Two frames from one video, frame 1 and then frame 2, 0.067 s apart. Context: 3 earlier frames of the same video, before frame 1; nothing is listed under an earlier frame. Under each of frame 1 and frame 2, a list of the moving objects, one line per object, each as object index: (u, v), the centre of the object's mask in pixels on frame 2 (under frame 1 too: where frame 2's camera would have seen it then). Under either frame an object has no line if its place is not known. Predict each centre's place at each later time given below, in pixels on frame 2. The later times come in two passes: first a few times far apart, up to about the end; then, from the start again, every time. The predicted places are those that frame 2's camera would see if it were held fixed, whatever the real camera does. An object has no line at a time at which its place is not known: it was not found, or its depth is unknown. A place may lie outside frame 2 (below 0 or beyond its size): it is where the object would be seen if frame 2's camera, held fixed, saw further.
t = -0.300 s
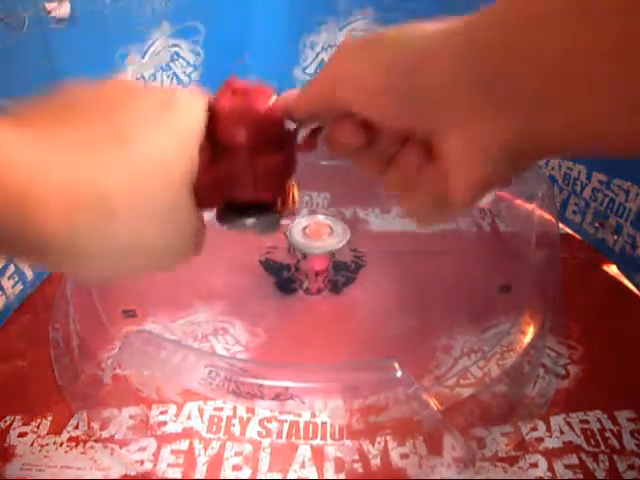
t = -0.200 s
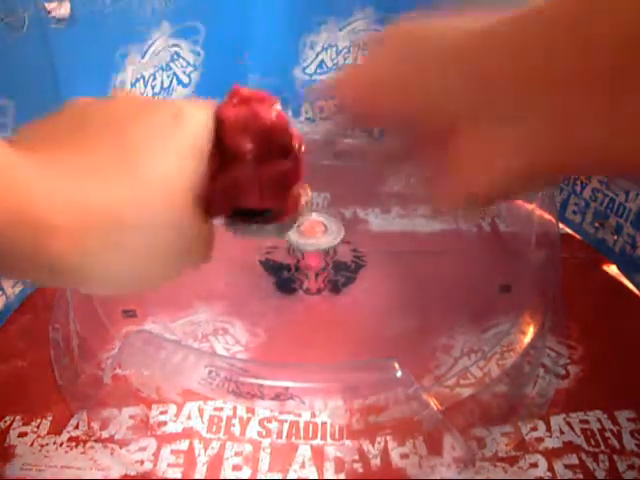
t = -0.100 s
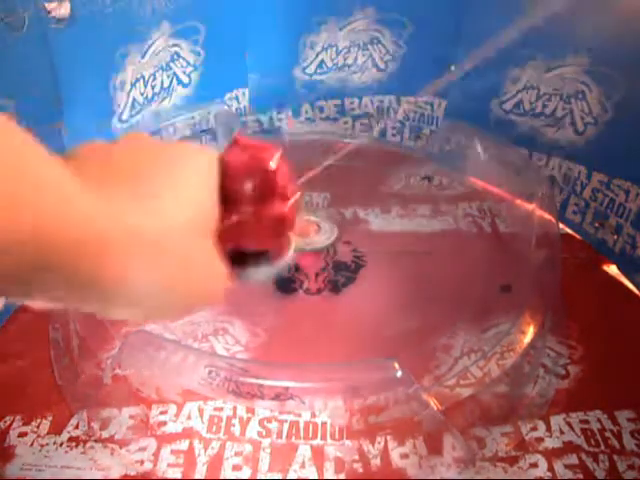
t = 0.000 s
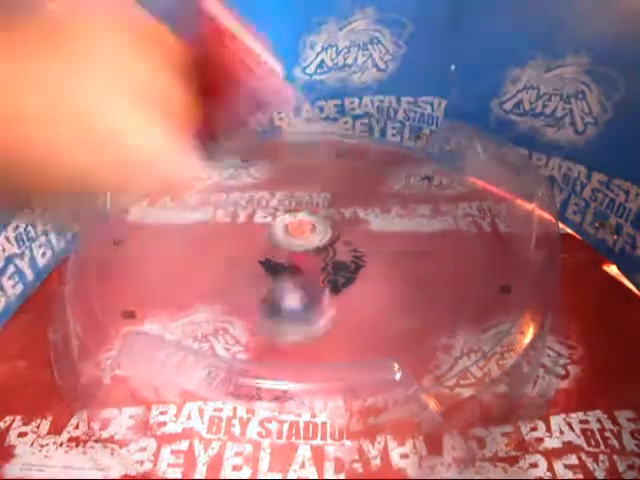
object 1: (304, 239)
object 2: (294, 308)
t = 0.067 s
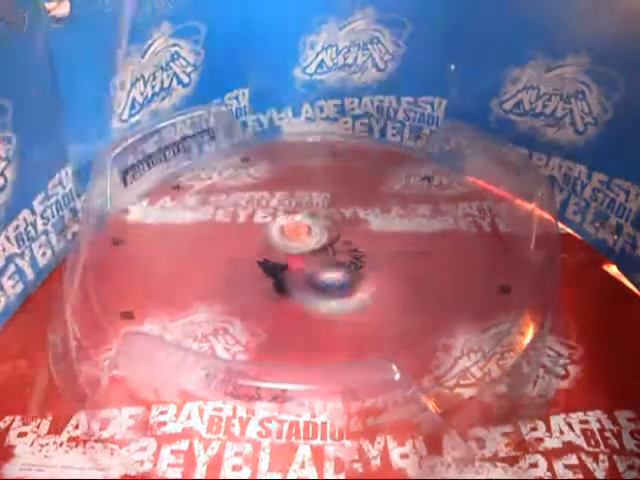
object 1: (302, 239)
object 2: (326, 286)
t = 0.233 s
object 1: (295, 248)
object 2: (372, 233)
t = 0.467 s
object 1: (309, 252)
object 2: (282, 184)
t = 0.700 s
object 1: (312, 247)
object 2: (191, 214)
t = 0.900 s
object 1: (309, 244)
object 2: (220, 276)
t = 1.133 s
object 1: (299, 240)
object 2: (356, 275)
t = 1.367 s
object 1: (307, 251)
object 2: (360, 196)
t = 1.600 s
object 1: (318, 247)
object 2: (271, 173)
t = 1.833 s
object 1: (318, 242)
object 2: (220, 227)
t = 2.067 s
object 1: (307, 232)
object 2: (309, 281)
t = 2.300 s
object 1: (305, 251)
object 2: (398, 231)
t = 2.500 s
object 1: (312, 252)
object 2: (361, 186)
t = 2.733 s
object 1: (319, 250)
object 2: (275, 197)
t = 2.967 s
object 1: (322, 248)
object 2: (257, 263)
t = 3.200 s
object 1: (317, 239)
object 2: (360, 285)
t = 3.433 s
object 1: (308, 245)
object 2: (401, 236)
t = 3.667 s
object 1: (304, 251)
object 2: (330, 207)
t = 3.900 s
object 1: (316, 255)
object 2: (251, 238)
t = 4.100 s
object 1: (330, 249)
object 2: (257, 283)
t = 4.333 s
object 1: (322, 237)
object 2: (349, 288)
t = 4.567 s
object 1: (304, 246)
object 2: (364, 237)
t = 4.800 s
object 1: (258, 246)
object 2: (299, 208)
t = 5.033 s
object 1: (262, 266)
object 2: (236, 229)
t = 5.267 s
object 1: (333, 287)
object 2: (260, 269)
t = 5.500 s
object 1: (379, 266)
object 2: (328, 263)
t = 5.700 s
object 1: (382, 241)
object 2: (337, 217)
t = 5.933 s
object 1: (354, 220)
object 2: (285, 211)
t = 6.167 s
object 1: (313, 210)
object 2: (273, 243)
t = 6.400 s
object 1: (276, 213)
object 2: (322, 255)
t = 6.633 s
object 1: (252, 228)
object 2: (338, 231)
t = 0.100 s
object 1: (298, 241)
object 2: (348, 286)
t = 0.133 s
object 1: (300, 249)
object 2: (362, 271)
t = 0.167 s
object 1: (294, 245)
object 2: (372, 260)
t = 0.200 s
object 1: (294, 245)
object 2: (375, 245)
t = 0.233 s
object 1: (295, 248)
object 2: (372, 233)
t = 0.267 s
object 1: (296, 248)
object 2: (365, 222)
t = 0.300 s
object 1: (301, 253)
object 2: (357, 213)
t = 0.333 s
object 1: (303, 253)
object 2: (344, 205)
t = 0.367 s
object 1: (305, 253)
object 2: (328, 196)
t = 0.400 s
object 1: (307, 253)
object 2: (314, 188)
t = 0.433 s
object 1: (308, 252)
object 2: (297, 186)
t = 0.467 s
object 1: (309, 252)
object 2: (282, 184)
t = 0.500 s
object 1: (310, 252)
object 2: (266, 183)
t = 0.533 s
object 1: (311, 251)
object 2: (249, 184)
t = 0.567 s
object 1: (311, 250)
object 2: (233, 187)
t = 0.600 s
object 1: (311, 249)
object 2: (221, 191)
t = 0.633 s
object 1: (312, 248)
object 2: (207, 198)
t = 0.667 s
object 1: (312, 248)
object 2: (197, 206)
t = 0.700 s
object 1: (312, 247)
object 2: (191, 214)
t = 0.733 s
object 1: (312, 247)
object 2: (186, 224)
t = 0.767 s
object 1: (312, 247)
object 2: (185, 235)
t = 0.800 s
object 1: (311, 244)
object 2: (188, 246)
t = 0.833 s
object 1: (311, 244)
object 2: (195, 257)
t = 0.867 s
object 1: (310, 243)
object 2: (206, 267)
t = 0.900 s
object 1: (309, 244)
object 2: (220, 276)
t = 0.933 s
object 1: (308, 244)
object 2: (239, 284)
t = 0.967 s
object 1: (305, 242)
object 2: (259, 292)
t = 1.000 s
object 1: (302, 235)
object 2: (281, 294)
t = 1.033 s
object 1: (300, 235)
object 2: (303, 294)
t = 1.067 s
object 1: (299, 234)
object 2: (323, 288)
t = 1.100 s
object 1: (298, 235)
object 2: (341, 282)
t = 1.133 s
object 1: (299, 240)
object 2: (356, 275)
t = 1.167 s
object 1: (299, 243)
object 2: (367, 265)
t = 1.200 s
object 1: (299, 244)
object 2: (376, 251)
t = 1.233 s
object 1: (299, 245)
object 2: (379, 240)
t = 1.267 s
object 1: (304, 249)
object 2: (379, 226)
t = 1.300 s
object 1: (304, 250)
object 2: (375, 214)
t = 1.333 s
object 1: (306, 250)
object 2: (369, 205)
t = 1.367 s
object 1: (307, 251)
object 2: (360, 196)
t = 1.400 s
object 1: (309, 251)
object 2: (351, 188)
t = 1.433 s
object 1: (311, 251)
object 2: (341, 183)
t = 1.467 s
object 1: (312, 250)
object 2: (327, 178)
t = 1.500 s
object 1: (314, 250)
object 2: (312, 175)
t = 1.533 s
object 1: (315, 249)
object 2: (298, 173)
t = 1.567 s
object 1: (316, 248)
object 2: (285, 172)
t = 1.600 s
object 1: (318, 247)
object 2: (271, 173)
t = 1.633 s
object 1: (319, 246)
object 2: (258, 176)
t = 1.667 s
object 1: (319, 246)
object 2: (246, 181)
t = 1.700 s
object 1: (320, 245)
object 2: (235, 189)
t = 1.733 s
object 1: (319, 244)
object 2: (226, 197)
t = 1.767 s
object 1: (319, 244)
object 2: (221, 205)
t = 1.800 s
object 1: (319, 244)
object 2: (218, 216)
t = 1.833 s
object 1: (318, 242)
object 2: (220, 227)
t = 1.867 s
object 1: (317, 242)
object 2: (224, 238)
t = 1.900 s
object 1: (315, 243)
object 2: (231, 247)
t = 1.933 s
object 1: (314, 244)
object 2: (242, 257)
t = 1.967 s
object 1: (313, 243)
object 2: (255, 265)
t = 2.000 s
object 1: (312, 237)
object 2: (273, 271)
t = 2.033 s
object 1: (309, 233)
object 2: (292, 277)
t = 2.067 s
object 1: (307, 232)
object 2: (309, 281)
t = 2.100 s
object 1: (304, 236)
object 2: (331, 279)
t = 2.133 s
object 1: (305, 242)
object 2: (348, 274)
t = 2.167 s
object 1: (307, 247)
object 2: (364, 266)
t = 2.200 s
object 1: (307, 248)
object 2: (380, 257)
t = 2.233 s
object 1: (306, 249)
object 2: (389, 250)
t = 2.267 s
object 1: (305, 250)
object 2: (396, 240)
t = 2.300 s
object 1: (305, 251)
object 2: (398, 231)
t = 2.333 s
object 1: (305, 252)
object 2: (397, 221)
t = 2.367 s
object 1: (306, 252)
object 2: (395, 212)
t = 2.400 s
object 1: (307, 252)
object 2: (389, 203)
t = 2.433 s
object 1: (309, 253)
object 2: (381, 194)
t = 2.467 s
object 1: (310, 253)
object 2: (371, 189)
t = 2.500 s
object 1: (312, 252)
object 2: (361, 186)
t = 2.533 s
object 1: (313, 252)
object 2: (348, 182)
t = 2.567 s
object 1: (314, 252)
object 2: (337, 181)
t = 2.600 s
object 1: (315, 252)
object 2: (324, 181)
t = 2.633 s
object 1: (317, 252)
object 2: (309, 182)
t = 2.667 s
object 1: (318, 251)
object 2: (297, 185)
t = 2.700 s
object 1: (319, 251)
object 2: (285, 190)
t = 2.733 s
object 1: (319, 250)
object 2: (275, 197)
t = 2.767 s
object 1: (319, 250)
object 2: (267, 207)
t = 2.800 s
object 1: (319, 250)
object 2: (260, 216)
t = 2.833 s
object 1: (318, 250)
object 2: (255, 225)
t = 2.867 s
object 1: (318, 248)
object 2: (254, 237)
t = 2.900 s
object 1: (319, 248)
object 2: (255, 246)
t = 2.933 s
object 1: (321, 248)
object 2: (252, 254)
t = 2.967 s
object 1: (322, 248)
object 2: (257, 263)
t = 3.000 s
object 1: (324, 243)
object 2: (266, 272)
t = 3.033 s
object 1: (324, 236)
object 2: (278, 276)
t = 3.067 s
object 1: (323, 233)
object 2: (290, 284)
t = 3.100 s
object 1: (323, 232)
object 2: (305, 286)
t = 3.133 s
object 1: (322, 232)
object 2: (325, 288)
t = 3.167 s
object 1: (320, 233)
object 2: (343, 289)
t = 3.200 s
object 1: (317, 239)
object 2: (360, 285)
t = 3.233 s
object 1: (314, 245)
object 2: (373, 281)
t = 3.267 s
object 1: (313, 245)
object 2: (385, 274)
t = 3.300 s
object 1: (312, 244)
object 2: (396, 267)
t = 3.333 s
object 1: (311, 244)
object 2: (404, 259)
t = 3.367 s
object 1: (310, 244)
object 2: (406, 251)
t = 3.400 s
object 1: (309, 245)
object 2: (405, 243)
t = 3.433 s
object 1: (308, 245)
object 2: (401, 236)
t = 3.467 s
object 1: (308, 245)
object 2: (397, 229)
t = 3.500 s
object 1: (308, 245)
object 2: (389, 222)
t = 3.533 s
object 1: (306, 246)
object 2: (380, 216)
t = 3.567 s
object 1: (304, 247)
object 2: (369, 212)
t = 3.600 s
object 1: (303, 249)
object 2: (355, 210)
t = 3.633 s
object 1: (303, 250)
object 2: (343, 208)
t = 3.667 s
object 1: (304, 251)
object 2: (330, 207)
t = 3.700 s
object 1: (305, 253)
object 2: (315, 207)
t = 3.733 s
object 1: (306, 253)
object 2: (302, 207)
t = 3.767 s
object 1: (306, 254)
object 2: (288, 212)
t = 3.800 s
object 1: (308, 254)
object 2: (278, 217)
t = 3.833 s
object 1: (310, 254)
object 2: (267, 224)
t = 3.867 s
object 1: (313, 255)
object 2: (258, 230)
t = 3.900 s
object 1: (316, 255)
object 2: (251, 238)
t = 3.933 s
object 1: (319, 256)
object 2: (247, 246)
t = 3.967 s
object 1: (321, 256)
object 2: (241, 252)
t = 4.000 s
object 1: (322, 256)
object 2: (241, 261)
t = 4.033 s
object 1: (324, 256)
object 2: (242, 269)
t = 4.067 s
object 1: (325, 255)
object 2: (247, 277)
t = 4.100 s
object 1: (330, 249)
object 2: (257, 283)
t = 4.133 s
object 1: (331, 246)
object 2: (268, 289)
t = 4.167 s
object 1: (331, 244)
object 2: (281, 294)
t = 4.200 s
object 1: (330, 242)
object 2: (295, 294)
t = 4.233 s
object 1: (328, 240)
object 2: (308, 294)
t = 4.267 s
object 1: (327, 238)
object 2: (322, 292)
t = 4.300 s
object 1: (324, 237)
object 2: (335, 290)
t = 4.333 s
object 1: (322, 237)
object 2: (349, 288)
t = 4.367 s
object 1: (319, 238)
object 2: (355, 280)
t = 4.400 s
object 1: (314, 245)
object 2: (362, 274)
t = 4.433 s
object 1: (312, 245)
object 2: (367, 266)
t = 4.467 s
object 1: (310, 245)
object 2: (371, 259)
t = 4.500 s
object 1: (308, 246)
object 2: (371, 250)
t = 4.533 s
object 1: (307, 246)
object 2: (368, 243)
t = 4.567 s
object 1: (304, 246)
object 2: (364, 237)
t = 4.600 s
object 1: (293, 249)
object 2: (362, 231)
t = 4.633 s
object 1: (276, 239)
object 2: (357, 225)
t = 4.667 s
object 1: (270, 239)
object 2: (350, 220)
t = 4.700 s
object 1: (266, 241)
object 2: (339, 216)
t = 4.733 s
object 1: (263, 243)
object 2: (327, 213)
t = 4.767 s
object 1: (259, 244)
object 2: (313, 209)
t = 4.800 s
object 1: (258, 246)
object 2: (299, 208)
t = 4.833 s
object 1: (257, 248)
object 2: (288, 207)
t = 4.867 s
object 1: (255, 250)
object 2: (276, 210)
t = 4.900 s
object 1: (255, 252)
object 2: (266, 213)
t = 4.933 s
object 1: (256, 254)
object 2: (255, 216)
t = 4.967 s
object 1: (257, 258)
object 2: (248, 219)
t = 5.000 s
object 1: (259, 263)
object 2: (241, 223)
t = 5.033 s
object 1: (262, 266)
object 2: (236, 229)
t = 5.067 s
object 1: (266, 268)
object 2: (234, 235)
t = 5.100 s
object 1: (273, 270)
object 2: (233, 240)
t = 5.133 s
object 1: (283, 277)
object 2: (234, 245)
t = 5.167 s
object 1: (295, 283)
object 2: (238, 250)
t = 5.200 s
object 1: (308, 286)
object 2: (244, 257)
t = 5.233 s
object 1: (322, 287)
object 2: (252, 263)
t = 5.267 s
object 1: (333, 287)
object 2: (260, 269)
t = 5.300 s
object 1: (343, 286)
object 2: (270, 272)
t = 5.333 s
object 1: (351, 284)
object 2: (280, 275)
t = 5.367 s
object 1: (359, 280)
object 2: (292, 276)
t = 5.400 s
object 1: (366, 277)
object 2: (303, 276)
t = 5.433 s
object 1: (372, 274)
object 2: (314, 272)
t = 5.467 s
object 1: (376, 270)
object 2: (322, 267)
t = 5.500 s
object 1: (379, 266)
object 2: (328, 263)
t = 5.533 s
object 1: (382, 261)
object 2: (335, 255)
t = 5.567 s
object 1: (385, 257)
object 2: (338, 247)
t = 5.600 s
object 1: (386, 252)
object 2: (341, 238)
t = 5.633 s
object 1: (386, 248)
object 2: (343, 229)
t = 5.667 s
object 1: (385, 244)
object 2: (341, 222)
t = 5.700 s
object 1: (382, 241)
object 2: (337, 217)
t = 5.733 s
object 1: (380, 235)
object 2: (330, 214)
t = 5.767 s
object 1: (377, 231)
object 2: (323, 211)
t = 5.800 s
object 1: (372, 228)
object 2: (315, 209)
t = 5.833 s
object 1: (369, 230)
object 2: (307, 208)
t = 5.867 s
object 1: (365, 226)
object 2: (299, 208)
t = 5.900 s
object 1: (359, 219)
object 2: (291, 209)
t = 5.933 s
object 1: (354, 220)
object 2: (285, 211)
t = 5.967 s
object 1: (349, 214)
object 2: (278, 214)
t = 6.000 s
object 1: (344, 212)
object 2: (274, 218)
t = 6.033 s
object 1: (338, 213)
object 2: (270, 223)
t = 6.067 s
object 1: (332, 212)
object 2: (268, 228)
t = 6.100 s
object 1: (325, 211)
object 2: (268, 232)
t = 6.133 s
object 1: (319, 209)
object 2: (270, 238)
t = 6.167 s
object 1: (313, 210)
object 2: (273, 243)
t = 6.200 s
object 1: (308, 208)
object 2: (278, 249)
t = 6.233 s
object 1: (302, 207)
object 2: (283, 253)
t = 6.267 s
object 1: (298, 207)
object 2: (291, 256)
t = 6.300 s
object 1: (291, 207)
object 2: (298, 258)
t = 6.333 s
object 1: (286, 210)
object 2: (307, 259)
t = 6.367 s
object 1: (282, 212)
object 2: (315, 257)
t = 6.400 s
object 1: (276, 213)
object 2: (322, 255)
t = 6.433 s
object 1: (271, 215)
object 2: (330, 254)
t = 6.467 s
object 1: (267, 217)
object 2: (334, 250)
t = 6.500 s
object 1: (263, 219)
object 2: (337, 246)
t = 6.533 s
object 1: (259, 220)
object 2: (339, 241)
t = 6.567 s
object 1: (256, 223)
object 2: (341, 238)
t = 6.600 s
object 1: (255, 226)
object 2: (340, 233)
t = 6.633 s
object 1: (252, 228)
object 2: (338, 231)
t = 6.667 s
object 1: (251, 229)
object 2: (335, 228)
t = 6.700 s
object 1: (251, 232)
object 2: (330, 227)
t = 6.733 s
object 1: (252, 234)
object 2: (326, 227)
